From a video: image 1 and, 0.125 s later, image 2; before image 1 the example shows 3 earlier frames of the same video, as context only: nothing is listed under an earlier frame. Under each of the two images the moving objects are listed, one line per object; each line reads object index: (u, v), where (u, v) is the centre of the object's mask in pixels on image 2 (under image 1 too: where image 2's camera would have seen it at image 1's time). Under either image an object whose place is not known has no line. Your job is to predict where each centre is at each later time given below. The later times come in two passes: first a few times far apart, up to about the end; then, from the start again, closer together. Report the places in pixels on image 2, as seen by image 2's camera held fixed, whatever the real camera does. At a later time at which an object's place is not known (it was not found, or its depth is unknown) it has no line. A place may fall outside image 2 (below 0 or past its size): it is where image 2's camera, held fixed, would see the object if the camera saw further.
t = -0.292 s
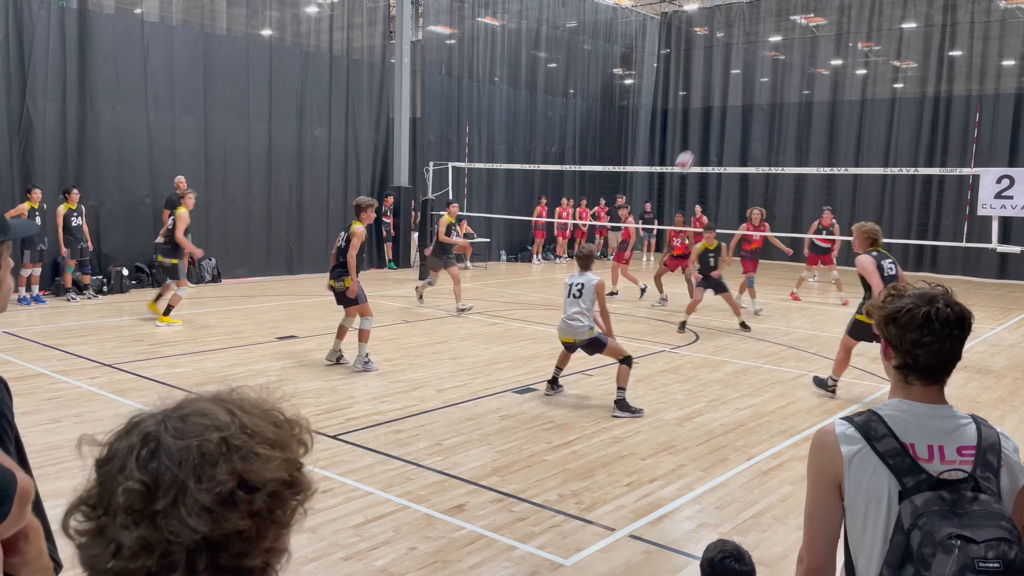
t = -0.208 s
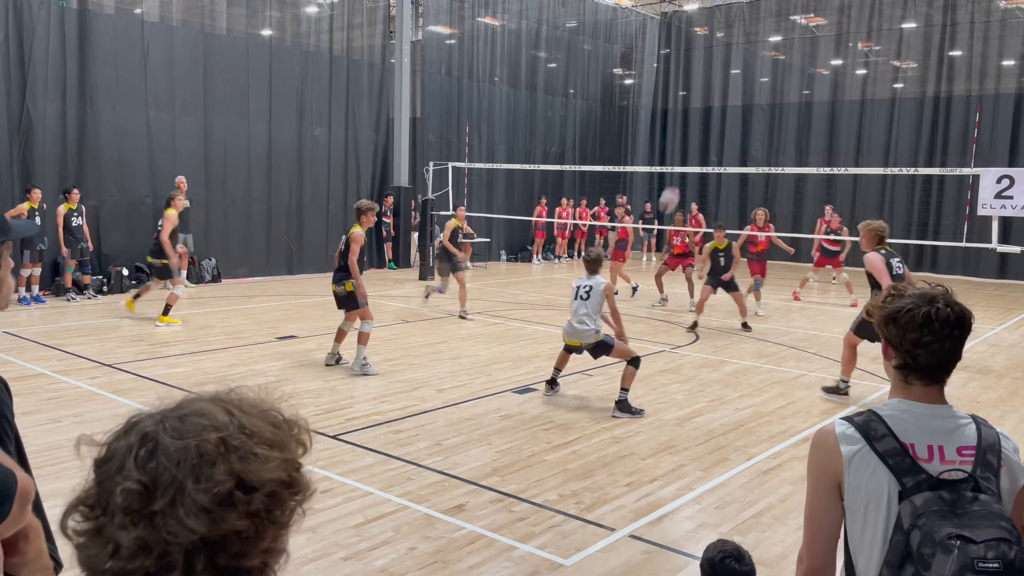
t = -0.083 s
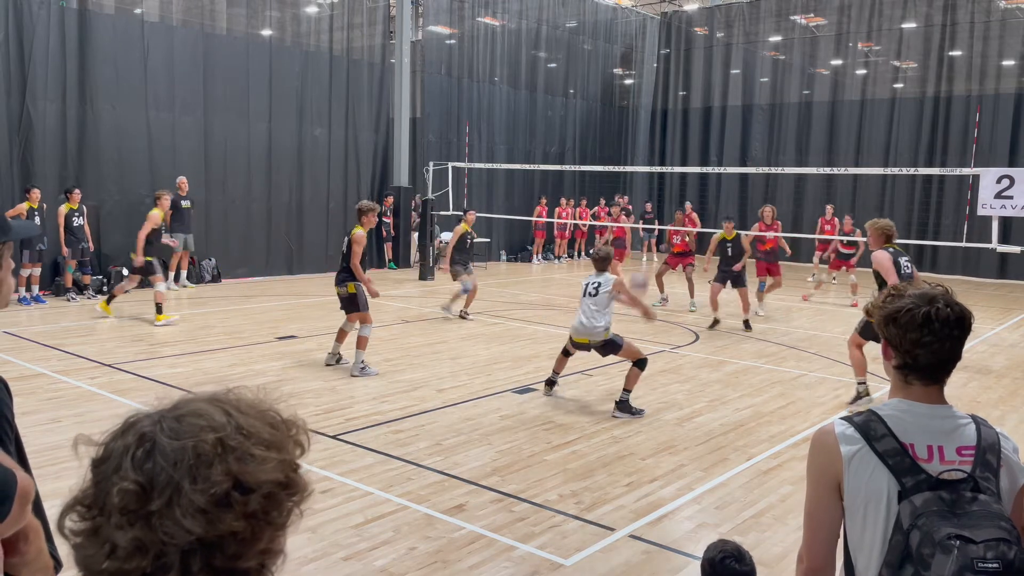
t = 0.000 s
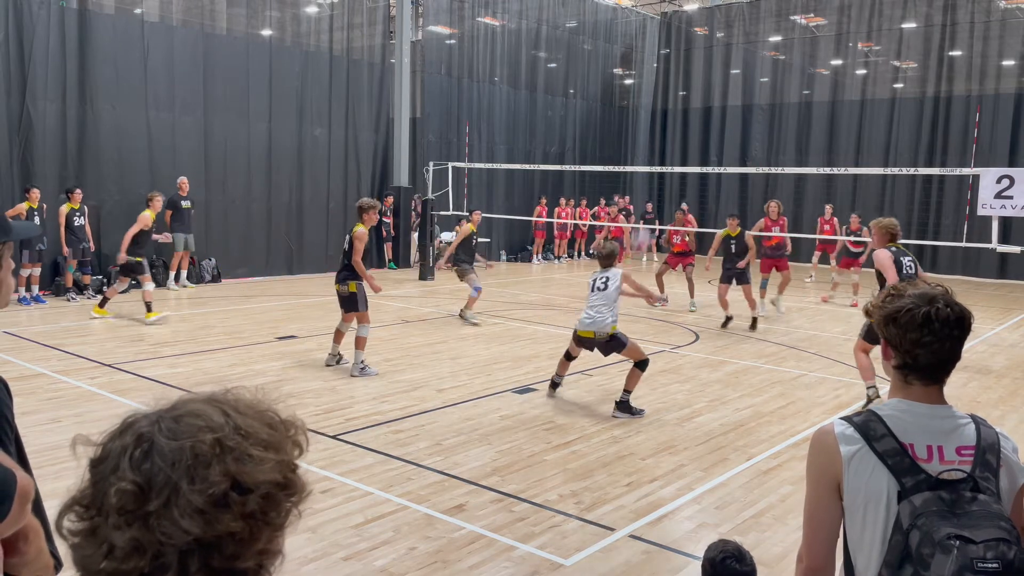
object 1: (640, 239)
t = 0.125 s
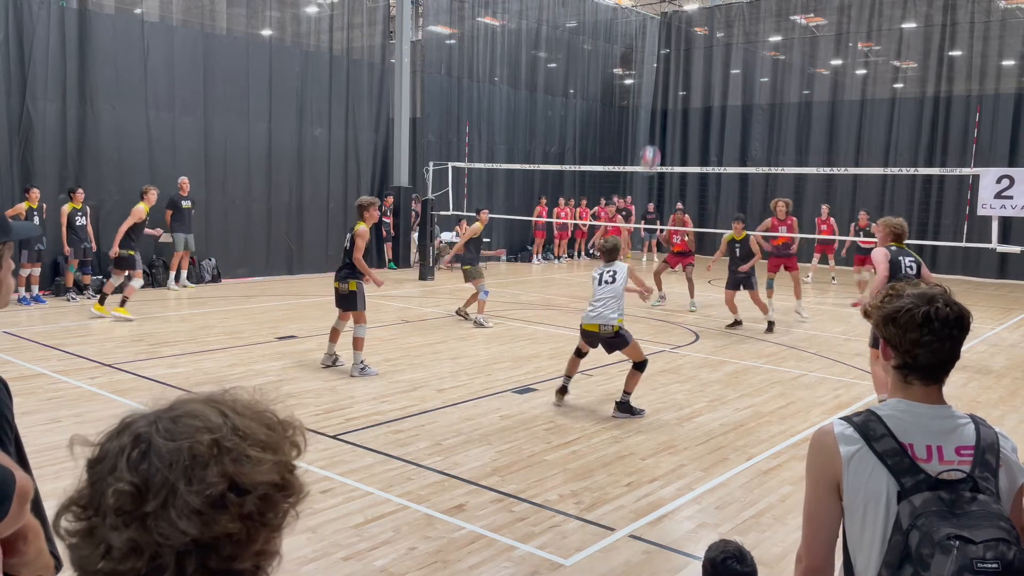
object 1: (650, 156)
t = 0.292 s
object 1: (660, 82)
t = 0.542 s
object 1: (670, 24)
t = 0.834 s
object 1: (676, 31)
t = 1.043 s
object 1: (677, 76)
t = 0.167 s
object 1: (653, 137)
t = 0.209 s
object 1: (656, 117)
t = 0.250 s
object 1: (658, 98)
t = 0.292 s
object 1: (660, 82)
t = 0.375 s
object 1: (664, 55)
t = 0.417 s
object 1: (666, 45)
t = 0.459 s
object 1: (667, 36)
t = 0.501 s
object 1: (669, 30)
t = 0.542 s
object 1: (670, 24)
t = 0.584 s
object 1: (671, 21)
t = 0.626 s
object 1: (672, 19)
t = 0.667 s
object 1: (673, 19)
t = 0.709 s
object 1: (674, 20)
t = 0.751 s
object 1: (674, 22)
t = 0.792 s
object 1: (675, 26)
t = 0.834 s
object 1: (676, 31)
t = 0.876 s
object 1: (676, 38)
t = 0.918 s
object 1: (676, 46)
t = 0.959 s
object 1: (676, 54)
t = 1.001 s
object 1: (676, 65)
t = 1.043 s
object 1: (677, 76)
